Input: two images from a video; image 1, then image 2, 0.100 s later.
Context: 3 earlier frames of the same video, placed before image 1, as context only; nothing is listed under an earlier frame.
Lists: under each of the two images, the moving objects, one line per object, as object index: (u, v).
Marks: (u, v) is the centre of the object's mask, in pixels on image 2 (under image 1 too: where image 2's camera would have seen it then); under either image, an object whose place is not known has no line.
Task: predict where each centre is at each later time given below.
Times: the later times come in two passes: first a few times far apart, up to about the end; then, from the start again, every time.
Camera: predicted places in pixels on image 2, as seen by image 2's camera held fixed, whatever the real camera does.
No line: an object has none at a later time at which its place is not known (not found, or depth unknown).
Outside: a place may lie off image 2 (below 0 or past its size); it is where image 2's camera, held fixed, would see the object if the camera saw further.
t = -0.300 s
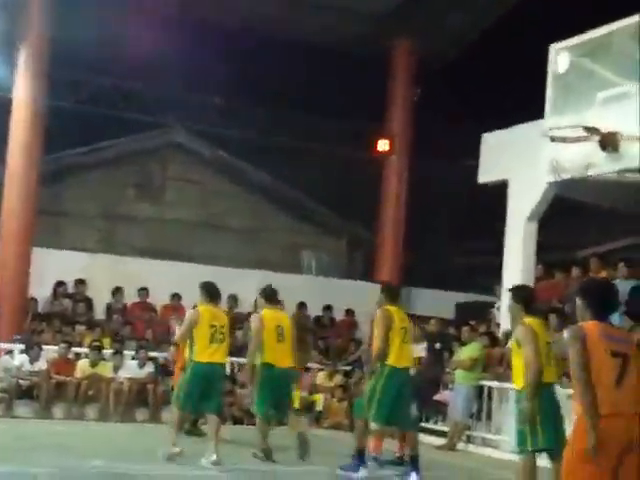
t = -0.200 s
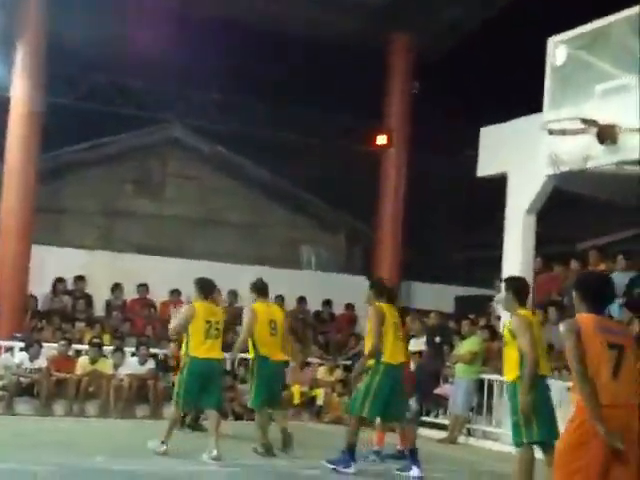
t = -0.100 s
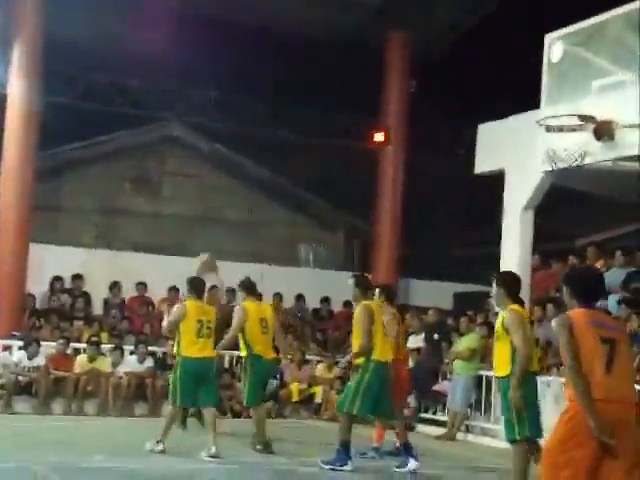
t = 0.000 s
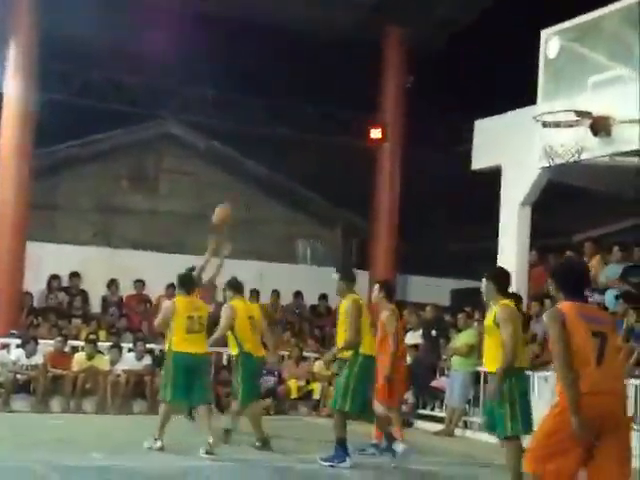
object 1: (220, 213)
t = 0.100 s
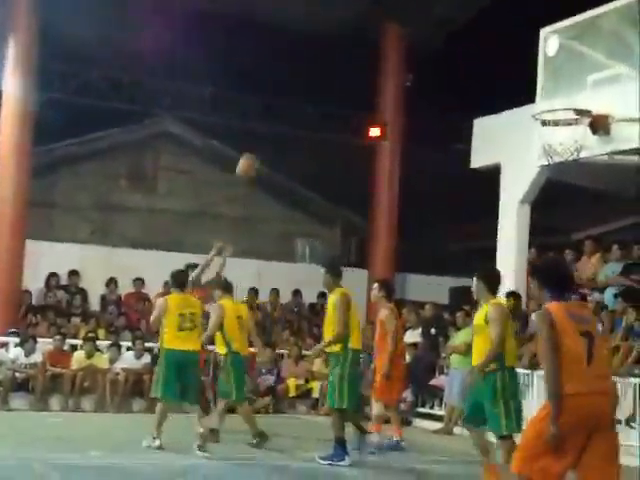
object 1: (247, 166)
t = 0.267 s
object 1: (291, 101)
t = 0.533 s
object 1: (369, 38)
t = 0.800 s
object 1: (452, 41)
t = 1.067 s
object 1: (530, 99)
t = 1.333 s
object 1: (490, 52)
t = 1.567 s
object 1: (446, 84)
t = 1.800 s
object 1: (405, 173)
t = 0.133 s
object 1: (256, 152)
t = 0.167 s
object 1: (264, 138)
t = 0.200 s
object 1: (273, 124)
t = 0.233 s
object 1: (282, 112)
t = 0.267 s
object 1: (291, 101)
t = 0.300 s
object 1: (300, 89)
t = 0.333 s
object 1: (310, 79)
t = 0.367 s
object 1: (319, 70)
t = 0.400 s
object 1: (329, 62)
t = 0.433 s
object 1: (339, 54)
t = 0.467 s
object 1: (348, 48)
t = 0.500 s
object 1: (358, 43)
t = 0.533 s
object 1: (369, 38)
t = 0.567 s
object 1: (377, 34)
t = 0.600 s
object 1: (387, 32)
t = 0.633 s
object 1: (400, 32)
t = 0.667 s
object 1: (409, 32)
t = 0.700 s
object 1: (420, 31)
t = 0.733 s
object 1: (430, 34)
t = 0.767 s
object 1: (441, 37)
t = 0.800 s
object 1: (452, 41)
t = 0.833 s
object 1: (463, 46)
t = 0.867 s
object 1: (474, 53)
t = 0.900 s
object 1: (486, 62)
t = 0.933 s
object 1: (498, 70)
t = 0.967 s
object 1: (511, 81)
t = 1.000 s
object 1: (521, 92)
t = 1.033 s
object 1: (534, 105)
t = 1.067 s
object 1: (530, 99)
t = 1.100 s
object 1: (525, 88)
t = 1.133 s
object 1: (521, 81)
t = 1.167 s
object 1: (518, 72)
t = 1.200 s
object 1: (512, 65)
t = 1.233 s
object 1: (506, 59)
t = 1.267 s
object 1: (501, 56)
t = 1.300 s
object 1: (496, 54)
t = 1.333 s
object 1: (490, 52)
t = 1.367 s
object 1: (479, 53)
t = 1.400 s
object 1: (474, 55)
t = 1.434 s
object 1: (469, 59)
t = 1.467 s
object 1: (463, 64)
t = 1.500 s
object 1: (457, 70)
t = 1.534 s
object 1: (451, 77)
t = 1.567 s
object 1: (446, 84)
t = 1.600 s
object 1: (440, 94)
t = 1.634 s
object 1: (435, 105)
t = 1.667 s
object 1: (428, 115)
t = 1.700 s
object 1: (423, 128)
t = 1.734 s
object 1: (417, 142)
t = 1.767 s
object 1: (412, 156)
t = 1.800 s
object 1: (405, 173)
